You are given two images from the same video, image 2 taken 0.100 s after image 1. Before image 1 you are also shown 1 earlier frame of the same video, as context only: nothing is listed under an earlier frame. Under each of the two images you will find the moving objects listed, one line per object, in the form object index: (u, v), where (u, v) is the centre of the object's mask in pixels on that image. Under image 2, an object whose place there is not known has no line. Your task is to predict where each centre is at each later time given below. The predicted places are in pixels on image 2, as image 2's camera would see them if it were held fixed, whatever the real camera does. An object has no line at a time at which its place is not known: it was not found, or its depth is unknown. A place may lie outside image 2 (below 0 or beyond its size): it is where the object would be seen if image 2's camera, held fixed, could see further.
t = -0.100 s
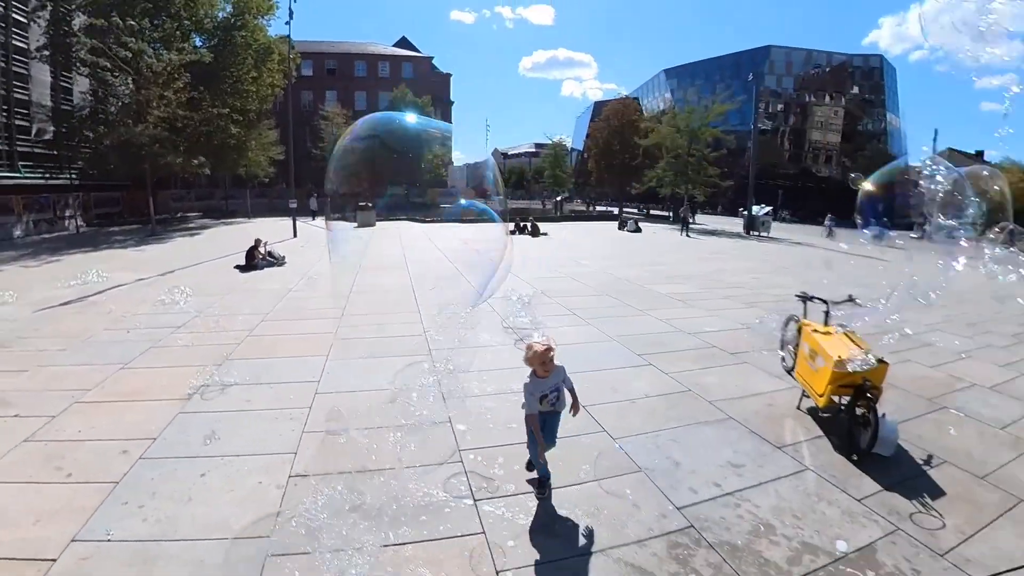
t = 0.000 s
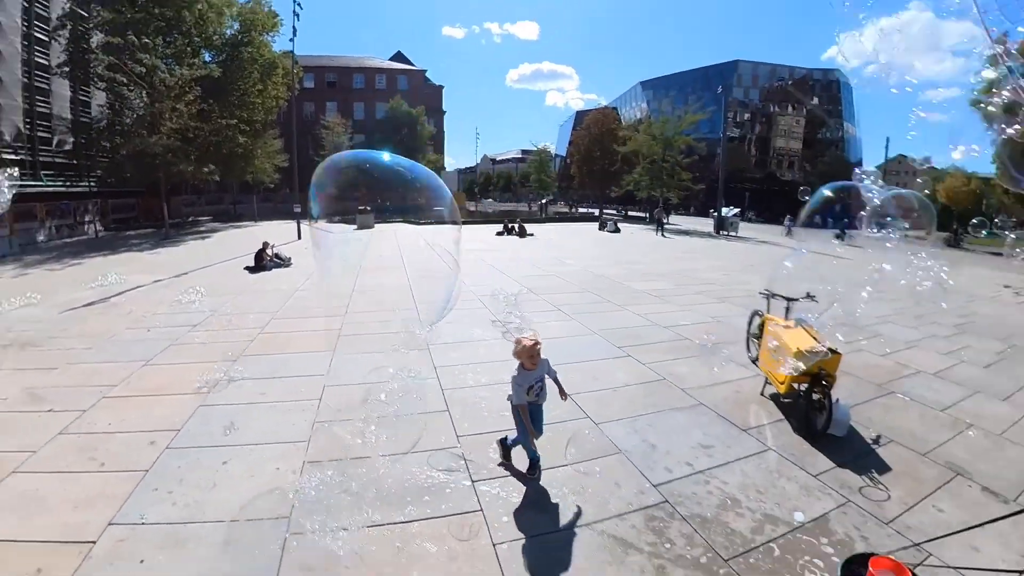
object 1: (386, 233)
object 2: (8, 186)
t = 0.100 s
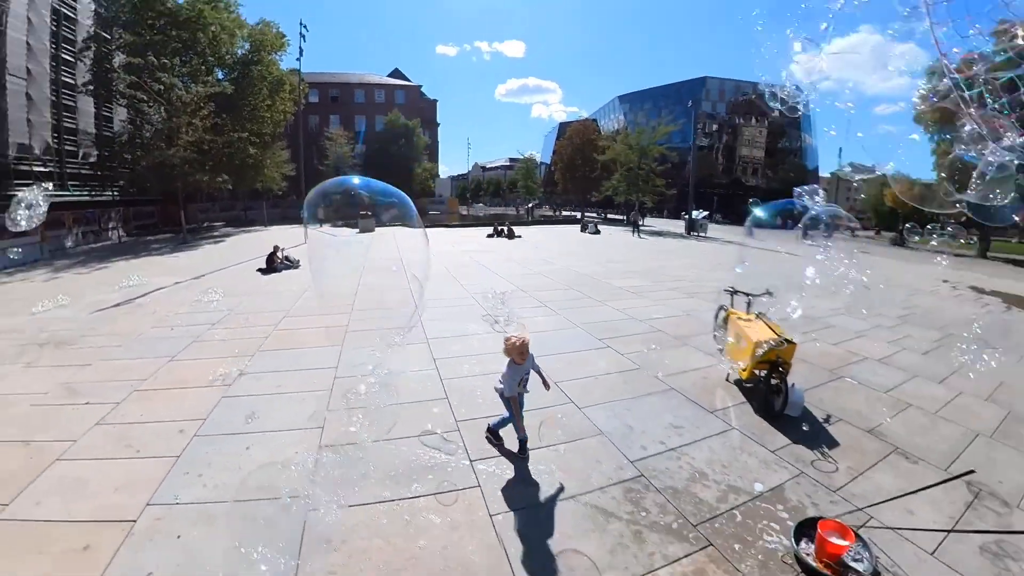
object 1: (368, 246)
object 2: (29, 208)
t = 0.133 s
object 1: (363, 253)
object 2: (41, 210)
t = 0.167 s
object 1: (359, 257)
